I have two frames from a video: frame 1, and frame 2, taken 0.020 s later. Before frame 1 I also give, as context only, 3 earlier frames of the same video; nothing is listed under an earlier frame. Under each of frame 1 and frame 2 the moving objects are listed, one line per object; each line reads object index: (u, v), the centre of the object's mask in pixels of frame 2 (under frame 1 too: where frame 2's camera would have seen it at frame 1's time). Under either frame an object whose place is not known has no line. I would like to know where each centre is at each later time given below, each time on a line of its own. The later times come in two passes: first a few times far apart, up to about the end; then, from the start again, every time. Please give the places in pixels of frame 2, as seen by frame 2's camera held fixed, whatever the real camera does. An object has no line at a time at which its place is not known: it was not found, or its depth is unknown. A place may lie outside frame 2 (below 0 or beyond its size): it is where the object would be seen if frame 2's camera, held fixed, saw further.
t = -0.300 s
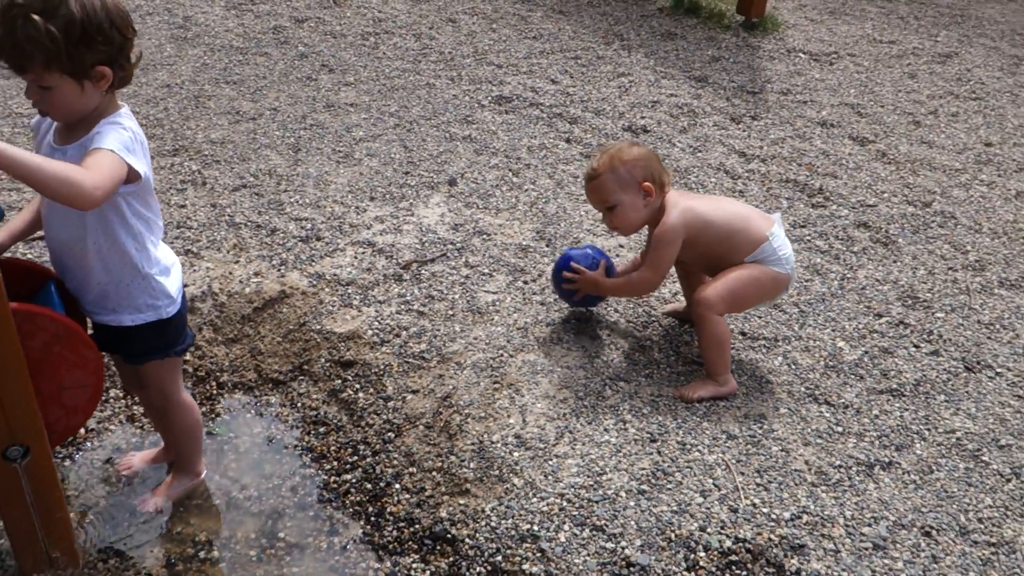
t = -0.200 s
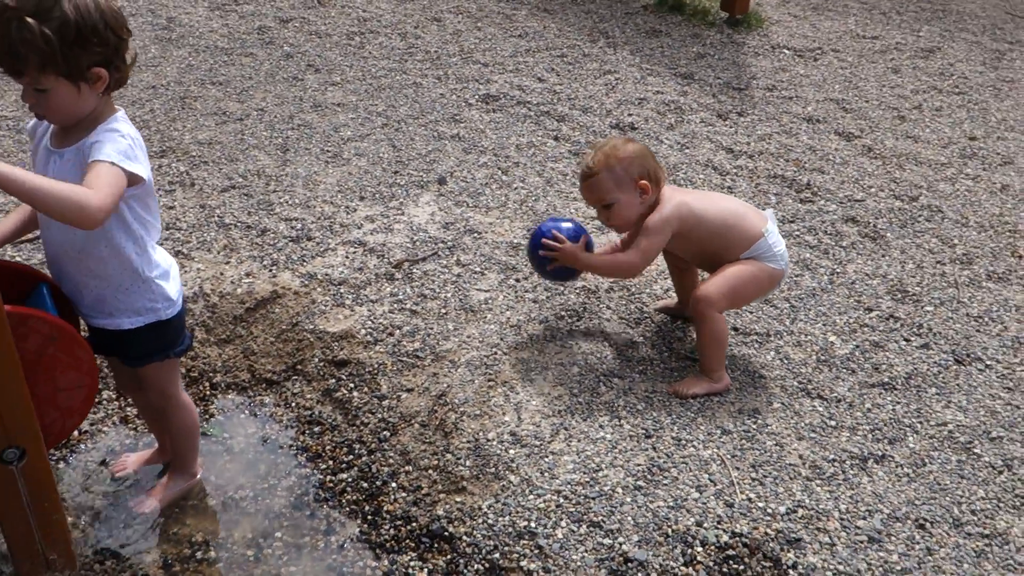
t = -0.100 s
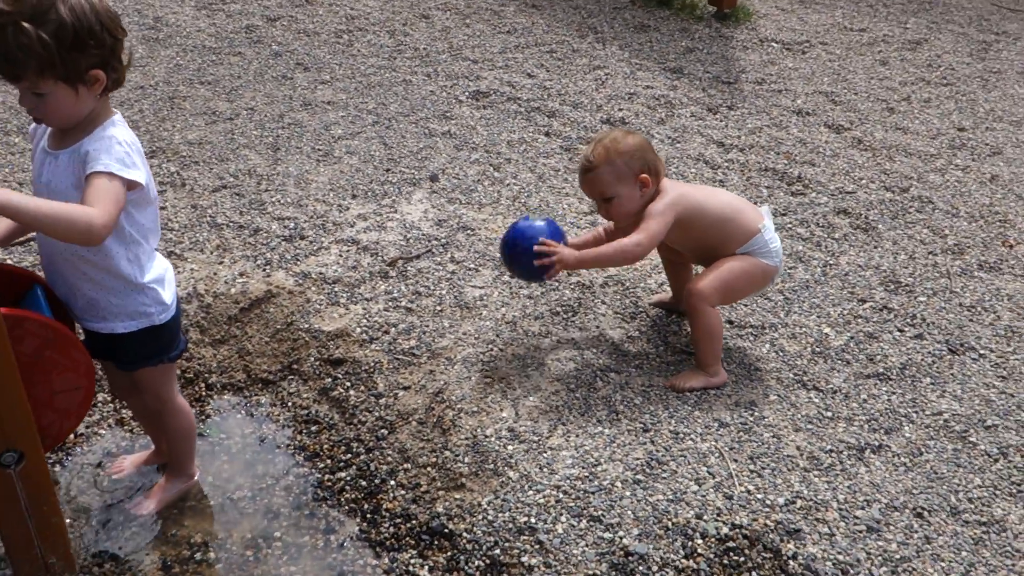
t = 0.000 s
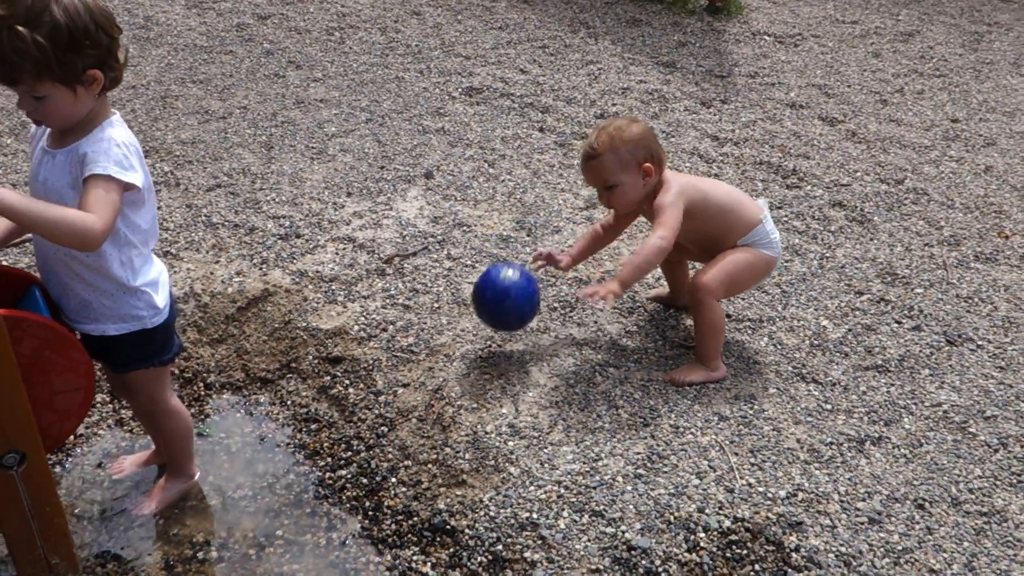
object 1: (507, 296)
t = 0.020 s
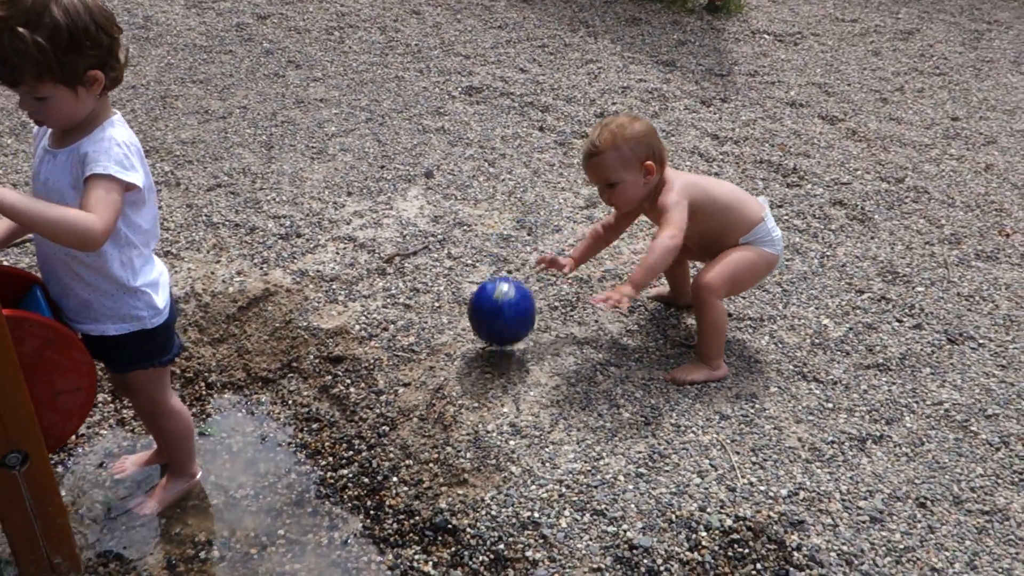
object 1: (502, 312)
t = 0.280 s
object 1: (441, 345)
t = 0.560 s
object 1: (353, 367)
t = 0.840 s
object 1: (251, 397)
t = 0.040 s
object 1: (497, 330)
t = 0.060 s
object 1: (493, 328)
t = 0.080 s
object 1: (488, 324)
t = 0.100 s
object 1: (484, 321)
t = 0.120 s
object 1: (480, 321)
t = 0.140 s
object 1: (475, 321)
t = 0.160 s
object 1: (470, 324)
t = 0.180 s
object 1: (466, 328)
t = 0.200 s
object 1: (461, 334)
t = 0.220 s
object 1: (456, 341)
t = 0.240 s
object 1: (451, 348)
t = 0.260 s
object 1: (447, 347)
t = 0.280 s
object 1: (441, 345)
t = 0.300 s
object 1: (436, 345)
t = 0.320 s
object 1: (431, 346)
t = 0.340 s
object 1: (425, 349)
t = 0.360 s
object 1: (420, 353)
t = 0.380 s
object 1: (414, 355)
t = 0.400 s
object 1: (408, 356)
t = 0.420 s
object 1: (402, 357)
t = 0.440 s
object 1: (396, 360)
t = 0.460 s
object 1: (389, 363)
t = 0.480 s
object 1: (382, 363)
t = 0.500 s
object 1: (375, 363)
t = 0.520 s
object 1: (367, 364)
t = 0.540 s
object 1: (361, 366)
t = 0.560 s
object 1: (353, 367)
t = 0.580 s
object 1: (347, 369)
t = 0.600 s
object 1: (340, 371)
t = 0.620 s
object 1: (333, 374)
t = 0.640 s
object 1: (326, 377)
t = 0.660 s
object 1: (318, 380)
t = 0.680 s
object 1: (312, 388)
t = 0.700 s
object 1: (304, 390)
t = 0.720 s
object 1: (296, 390)
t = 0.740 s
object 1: (289, 392)
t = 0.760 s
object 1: (281, 395)
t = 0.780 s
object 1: (273, 397)
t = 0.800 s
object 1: (266, 396)
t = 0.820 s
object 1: (258, 397)
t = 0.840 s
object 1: (251, 397)
